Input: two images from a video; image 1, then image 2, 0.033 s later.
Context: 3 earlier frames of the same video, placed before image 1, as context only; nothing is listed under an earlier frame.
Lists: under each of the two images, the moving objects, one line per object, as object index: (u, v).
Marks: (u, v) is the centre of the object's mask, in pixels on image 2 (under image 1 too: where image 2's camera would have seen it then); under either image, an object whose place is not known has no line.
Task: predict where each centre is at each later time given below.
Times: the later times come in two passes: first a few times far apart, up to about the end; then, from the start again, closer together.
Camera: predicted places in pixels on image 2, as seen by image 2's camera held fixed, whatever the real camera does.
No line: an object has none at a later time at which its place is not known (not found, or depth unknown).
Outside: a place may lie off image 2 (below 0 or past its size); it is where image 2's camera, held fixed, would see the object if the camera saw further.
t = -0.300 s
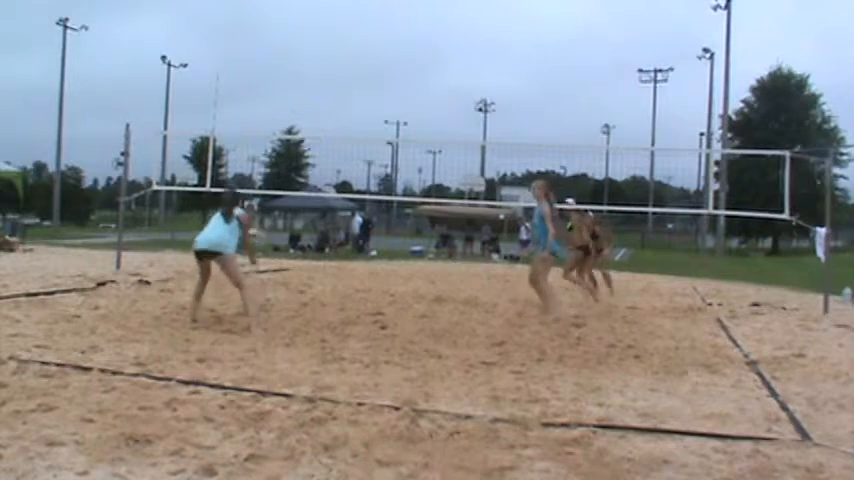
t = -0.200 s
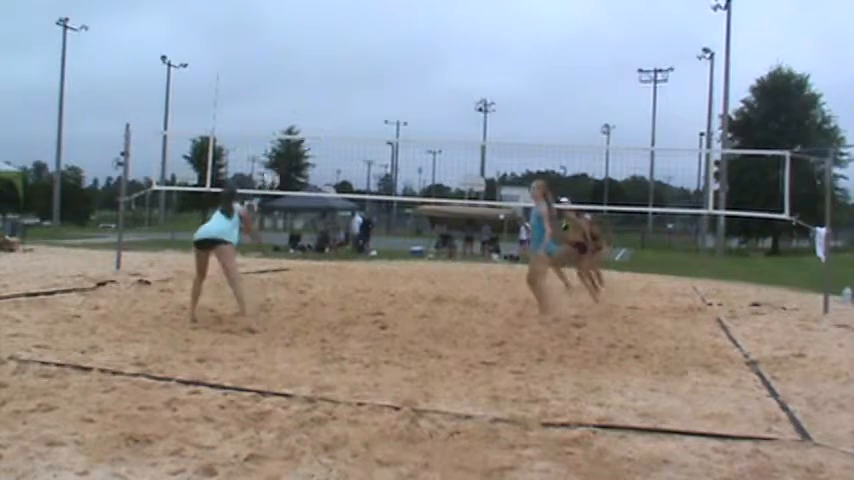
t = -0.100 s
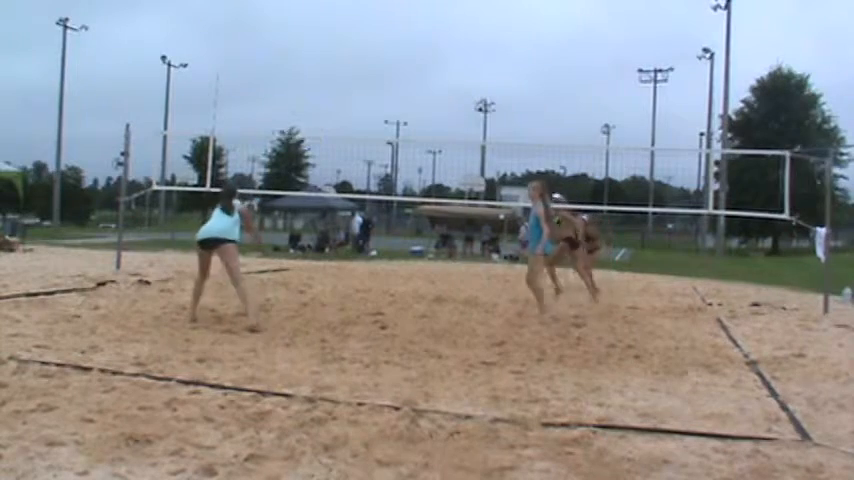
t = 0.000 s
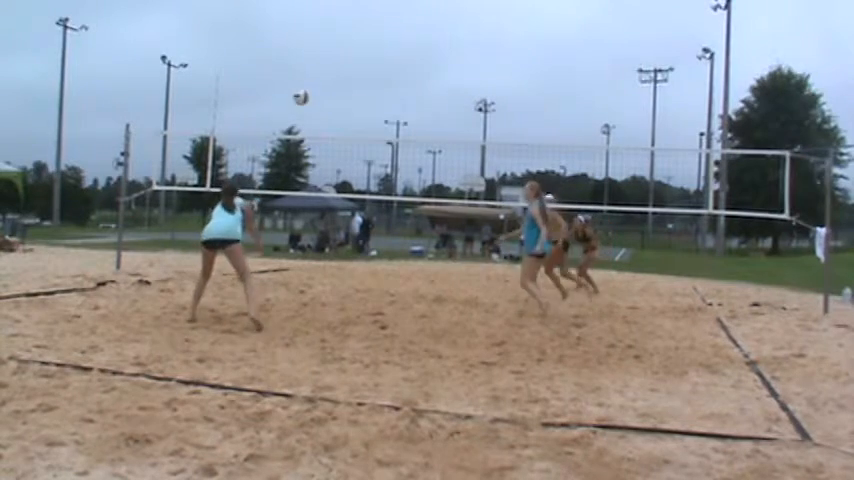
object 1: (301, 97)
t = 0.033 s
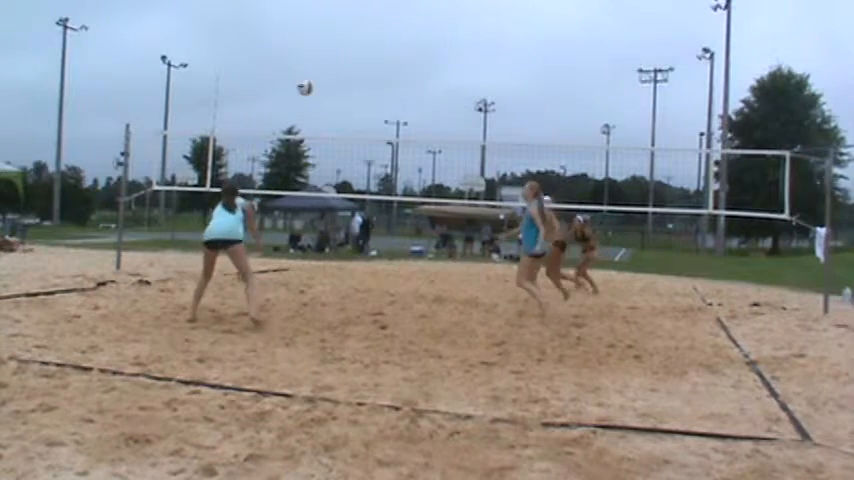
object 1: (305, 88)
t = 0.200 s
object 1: (321, 58)
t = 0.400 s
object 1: (337, 52)
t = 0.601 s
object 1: (349, 71)
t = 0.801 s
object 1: (359, 110)
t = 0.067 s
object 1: (309, 80)
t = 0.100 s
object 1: (312, 73)
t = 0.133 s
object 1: (315, 69)
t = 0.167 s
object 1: (315, 59)
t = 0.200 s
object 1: (321, 58)
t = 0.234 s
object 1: (325, 55)
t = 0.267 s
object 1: (327, 53)
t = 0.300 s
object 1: (330, 53)
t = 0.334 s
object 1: (332, 52)
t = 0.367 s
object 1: (335, 51)
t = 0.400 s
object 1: (337, 52)
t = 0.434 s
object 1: (340, 54)
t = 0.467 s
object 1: (342, 56)
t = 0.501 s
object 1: (344, 59)
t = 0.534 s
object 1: (346, 62)
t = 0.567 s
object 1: (348, 66)
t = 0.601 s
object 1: (349, 71)
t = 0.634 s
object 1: (351, 76)
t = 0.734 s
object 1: (356, 95)
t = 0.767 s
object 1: (358, 103)
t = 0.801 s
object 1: (359, 110)
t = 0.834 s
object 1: (361, 118)
